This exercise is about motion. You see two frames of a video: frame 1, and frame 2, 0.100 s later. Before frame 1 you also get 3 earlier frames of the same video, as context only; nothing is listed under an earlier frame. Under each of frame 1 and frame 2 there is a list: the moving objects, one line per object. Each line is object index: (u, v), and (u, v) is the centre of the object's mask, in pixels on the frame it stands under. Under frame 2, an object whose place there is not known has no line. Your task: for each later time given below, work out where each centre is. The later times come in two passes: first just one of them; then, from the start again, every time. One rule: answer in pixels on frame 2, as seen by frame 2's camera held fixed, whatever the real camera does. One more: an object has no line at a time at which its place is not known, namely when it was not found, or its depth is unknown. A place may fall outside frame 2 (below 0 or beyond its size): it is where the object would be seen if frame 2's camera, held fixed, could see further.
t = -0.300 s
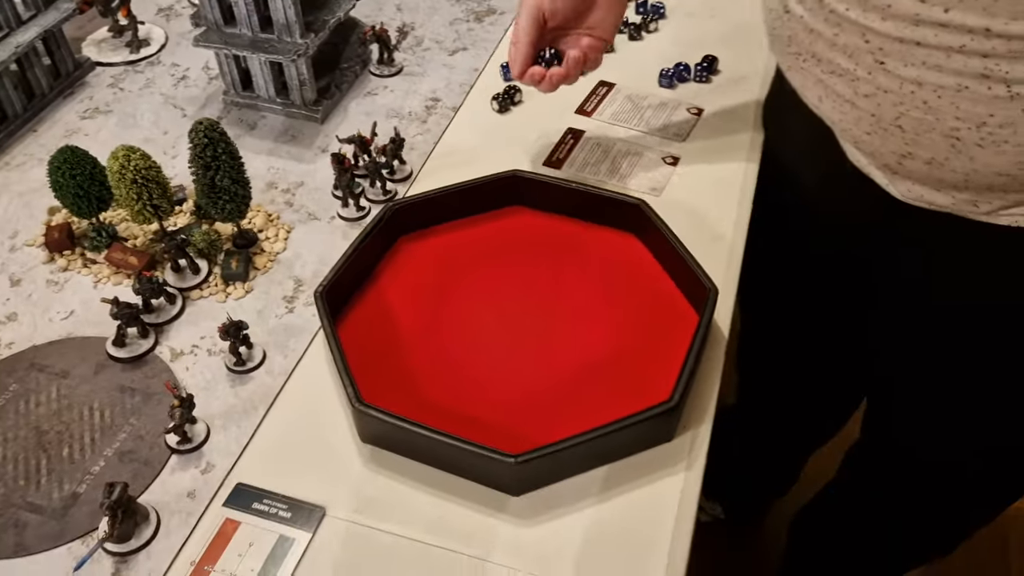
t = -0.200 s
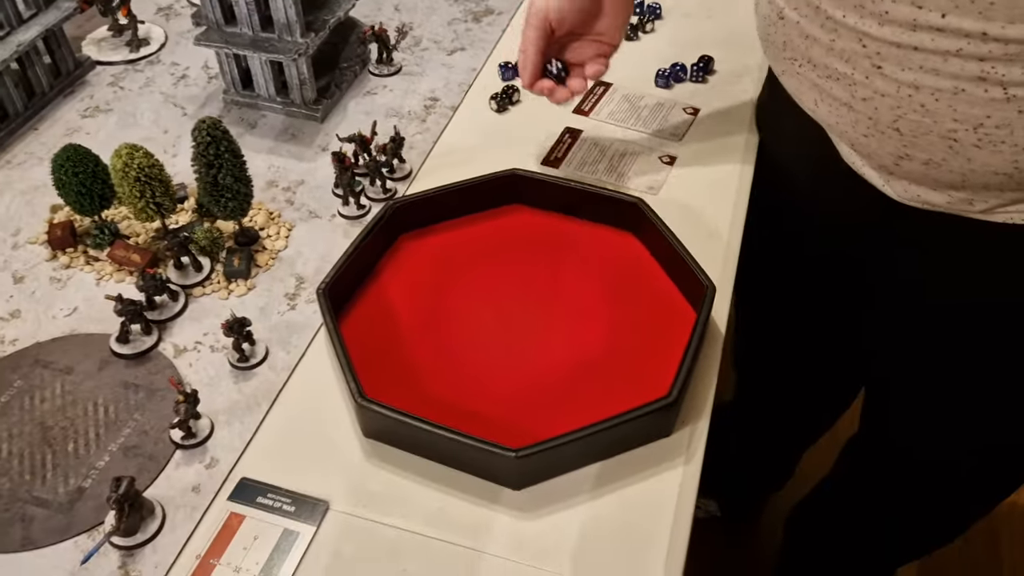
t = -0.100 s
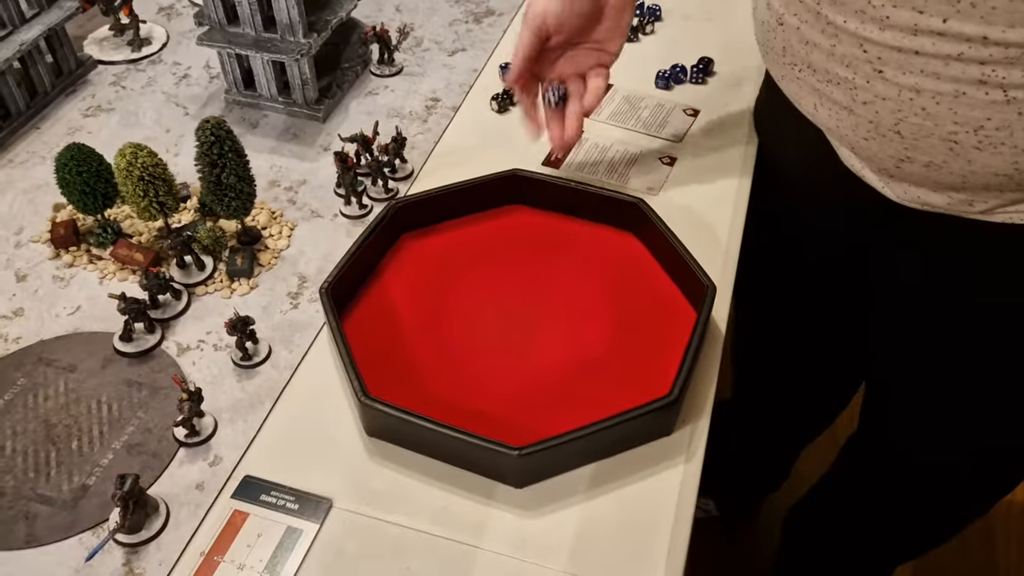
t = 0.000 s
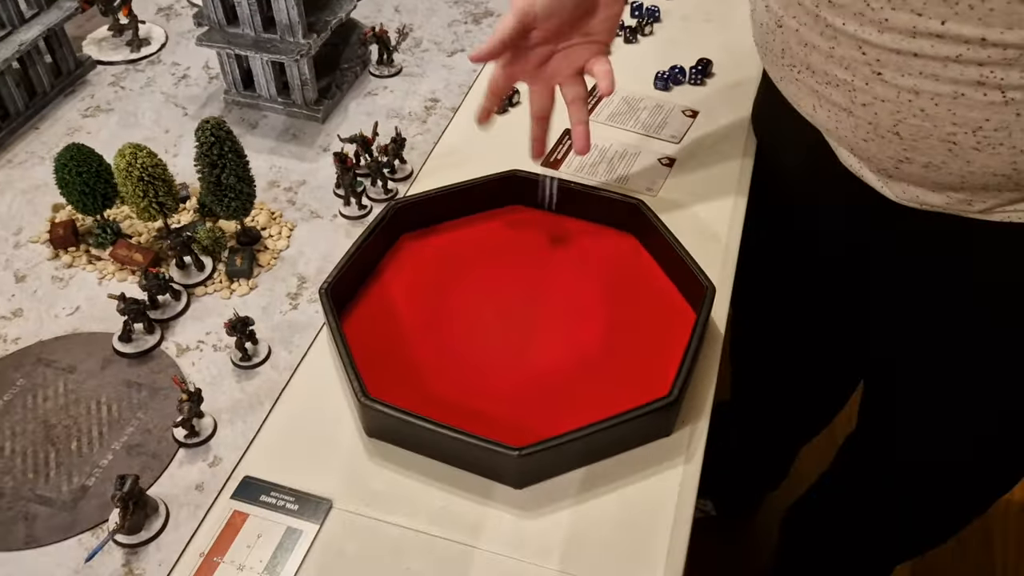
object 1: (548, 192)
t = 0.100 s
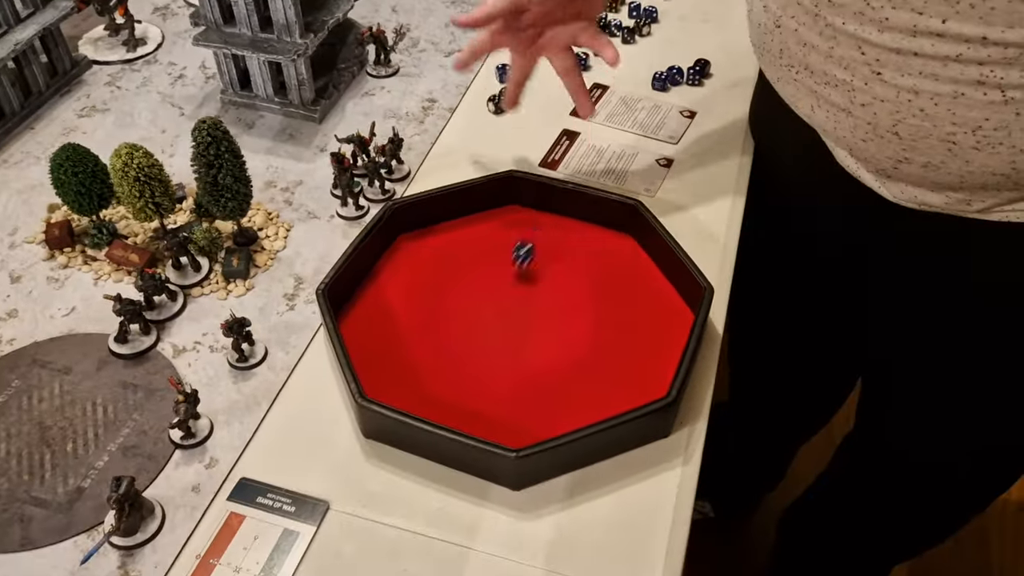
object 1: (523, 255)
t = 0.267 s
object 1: (484, 311)
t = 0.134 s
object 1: (511, 275)
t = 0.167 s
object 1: (503, 281)
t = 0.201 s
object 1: (495, 295)
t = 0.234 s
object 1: (490, 303)
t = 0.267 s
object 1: (484, 311)
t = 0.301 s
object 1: (477, 318)
